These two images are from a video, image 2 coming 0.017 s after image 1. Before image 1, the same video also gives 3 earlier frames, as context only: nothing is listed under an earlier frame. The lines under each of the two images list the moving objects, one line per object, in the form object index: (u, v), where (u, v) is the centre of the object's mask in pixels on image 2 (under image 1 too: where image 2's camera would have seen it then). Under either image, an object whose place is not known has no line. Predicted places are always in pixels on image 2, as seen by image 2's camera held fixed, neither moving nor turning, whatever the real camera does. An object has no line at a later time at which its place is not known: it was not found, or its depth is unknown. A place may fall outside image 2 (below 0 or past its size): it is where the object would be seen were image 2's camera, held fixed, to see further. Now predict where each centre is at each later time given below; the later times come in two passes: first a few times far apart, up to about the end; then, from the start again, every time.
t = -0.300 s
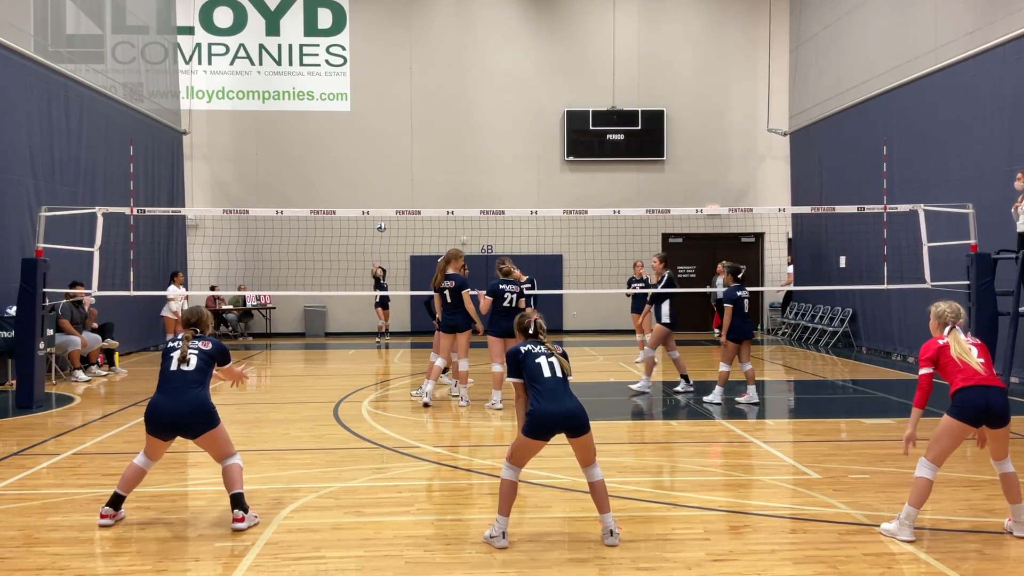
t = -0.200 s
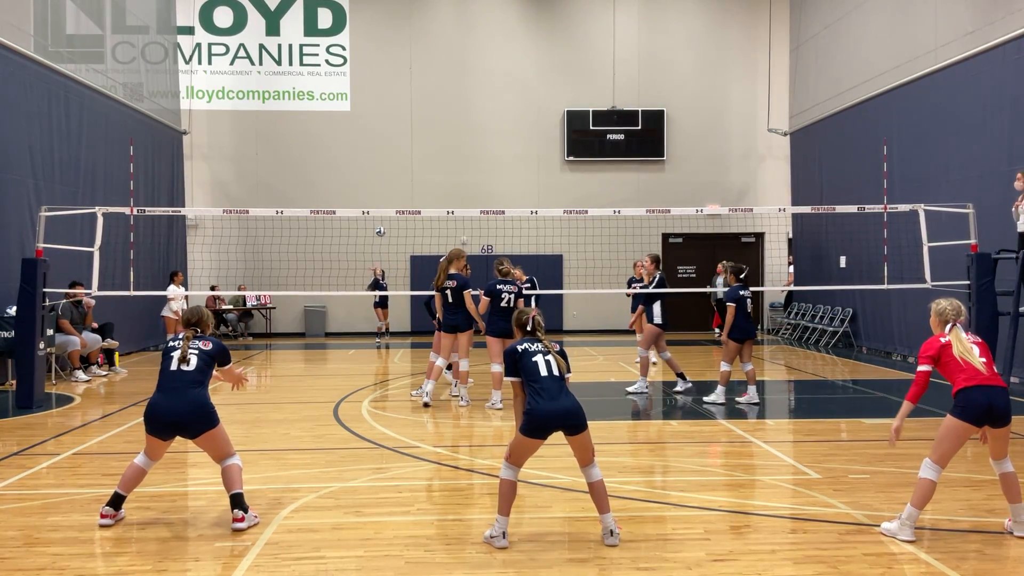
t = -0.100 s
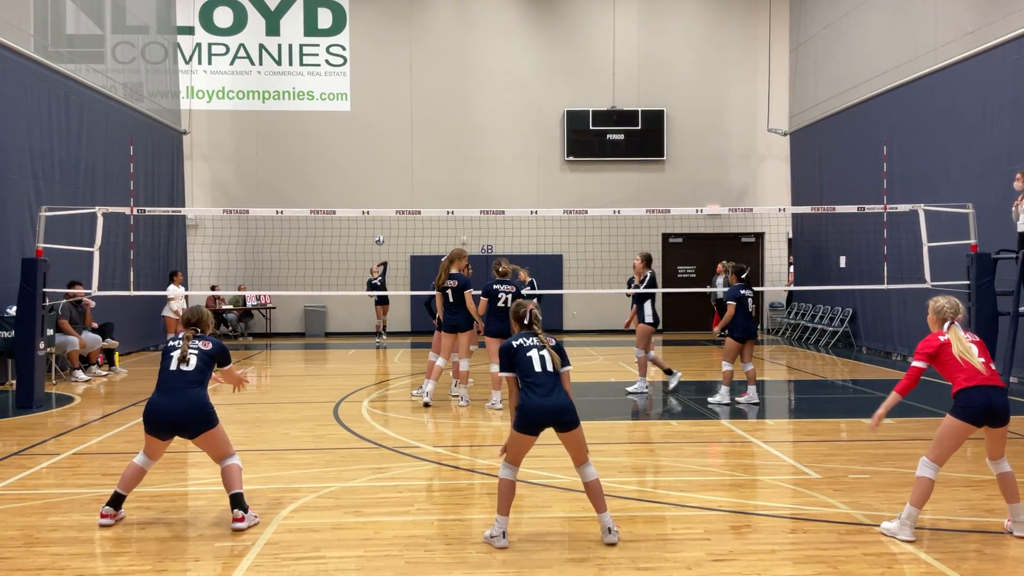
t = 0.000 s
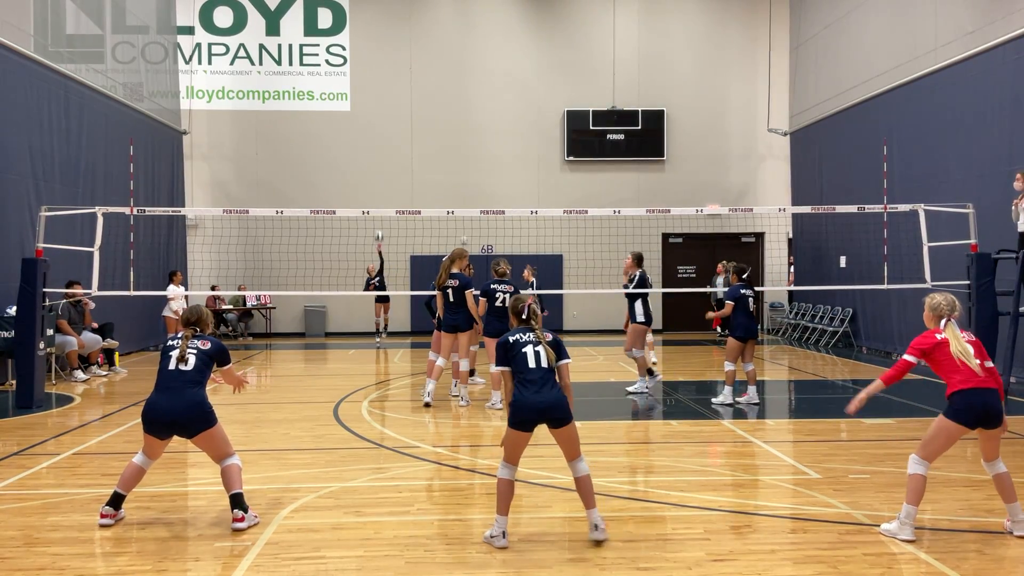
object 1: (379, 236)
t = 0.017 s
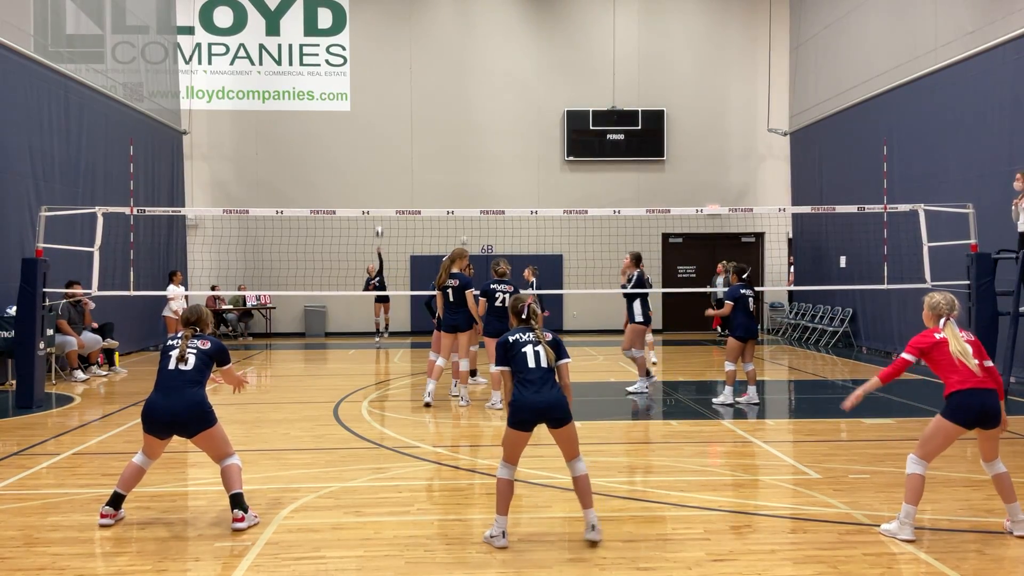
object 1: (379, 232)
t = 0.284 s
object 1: (379, 164)
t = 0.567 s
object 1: (383, 115)
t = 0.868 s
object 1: (388, 112)
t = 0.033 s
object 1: (379, 227)
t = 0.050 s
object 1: (379, 223)
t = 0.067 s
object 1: (378, 220)
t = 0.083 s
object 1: (378, 218)
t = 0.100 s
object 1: (379, 206)
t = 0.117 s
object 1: (378, 204)
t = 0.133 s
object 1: (378, 200)
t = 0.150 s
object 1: (378, 196)
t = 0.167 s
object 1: (378, 192)
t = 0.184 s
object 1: (378, 188)
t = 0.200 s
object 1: (378, 183)
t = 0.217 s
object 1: (378, 179)
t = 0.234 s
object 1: (378, 175)
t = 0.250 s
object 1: (379, 171)
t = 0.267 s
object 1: (379, 167)
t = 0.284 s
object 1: (379, 164)
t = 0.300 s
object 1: (379, 159)
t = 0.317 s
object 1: (379, 156)
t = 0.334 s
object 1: (379, 153)
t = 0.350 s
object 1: (379, 150)
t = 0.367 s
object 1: (379, 146)
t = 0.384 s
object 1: (379, 143)
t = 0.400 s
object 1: (380, 140)
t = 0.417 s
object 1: (380, 137)
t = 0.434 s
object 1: (380, 134)
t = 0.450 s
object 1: (381, 132)
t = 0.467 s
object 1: (381, 128)
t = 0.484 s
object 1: (381, 126)
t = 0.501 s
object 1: (382, 124)
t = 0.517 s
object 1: (382, 121)
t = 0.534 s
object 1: (383, 119)
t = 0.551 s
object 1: (383, 117)
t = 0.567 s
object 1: (383, 115)
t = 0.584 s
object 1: (383, 114)
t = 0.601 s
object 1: (384, 112)
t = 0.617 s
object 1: (384, 111)
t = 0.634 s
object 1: (384, 110)
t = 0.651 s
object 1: (384, 109)
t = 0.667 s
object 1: (385, 108)
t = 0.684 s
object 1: (385, 107)
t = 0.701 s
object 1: (385, 107)
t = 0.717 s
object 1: (386, 106)
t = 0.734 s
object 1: (386, 106)
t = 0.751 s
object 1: (386, 106)
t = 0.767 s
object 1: (386, 106)
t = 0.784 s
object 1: (386, 107)
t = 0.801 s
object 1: (386, 107)
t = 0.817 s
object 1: (387, 108)
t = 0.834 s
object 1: (387, 109)
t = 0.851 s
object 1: (387, 110)
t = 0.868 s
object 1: (388, 112)
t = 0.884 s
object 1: (388, 114)
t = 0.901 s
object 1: (389, 116)
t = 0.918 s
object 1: (390, 119)
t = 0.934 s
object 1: (390, 121)
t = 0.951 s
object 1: (391, 125)
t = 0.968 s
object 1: (392, 129)
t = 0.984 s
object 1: (392, 133)
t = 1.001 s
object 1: (393, 138)
